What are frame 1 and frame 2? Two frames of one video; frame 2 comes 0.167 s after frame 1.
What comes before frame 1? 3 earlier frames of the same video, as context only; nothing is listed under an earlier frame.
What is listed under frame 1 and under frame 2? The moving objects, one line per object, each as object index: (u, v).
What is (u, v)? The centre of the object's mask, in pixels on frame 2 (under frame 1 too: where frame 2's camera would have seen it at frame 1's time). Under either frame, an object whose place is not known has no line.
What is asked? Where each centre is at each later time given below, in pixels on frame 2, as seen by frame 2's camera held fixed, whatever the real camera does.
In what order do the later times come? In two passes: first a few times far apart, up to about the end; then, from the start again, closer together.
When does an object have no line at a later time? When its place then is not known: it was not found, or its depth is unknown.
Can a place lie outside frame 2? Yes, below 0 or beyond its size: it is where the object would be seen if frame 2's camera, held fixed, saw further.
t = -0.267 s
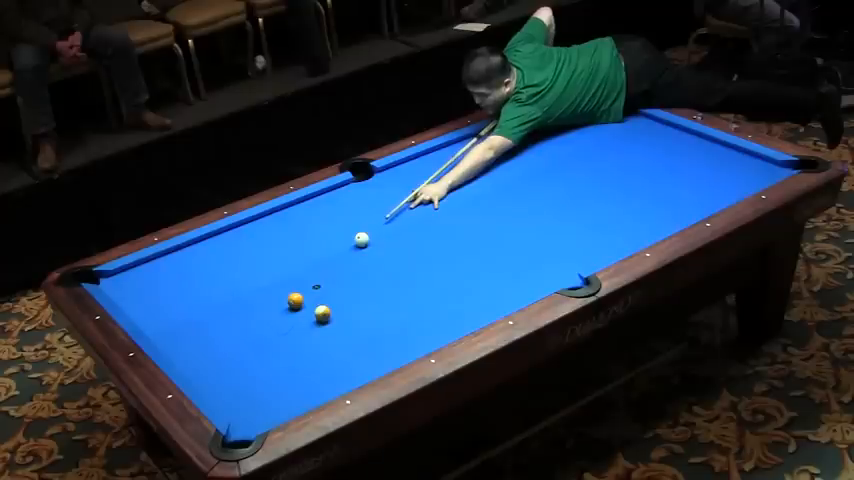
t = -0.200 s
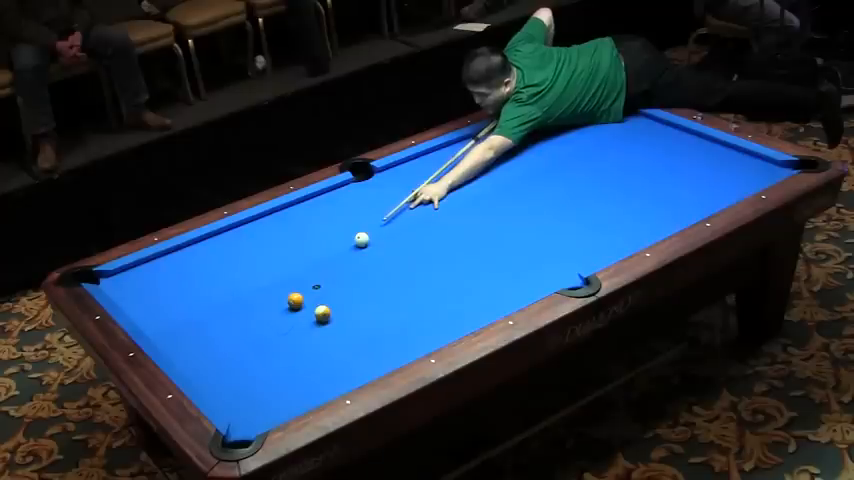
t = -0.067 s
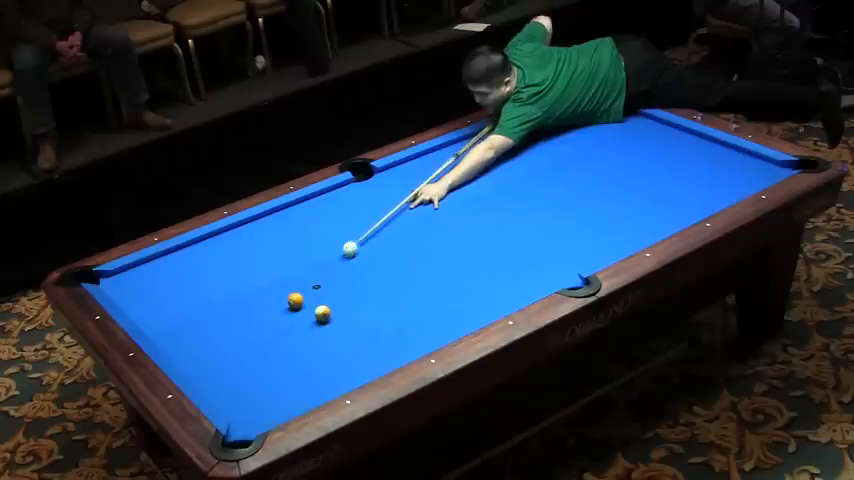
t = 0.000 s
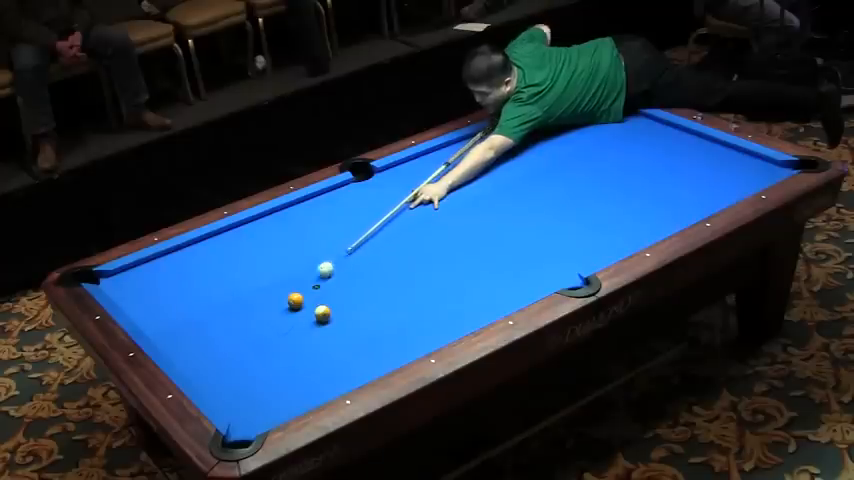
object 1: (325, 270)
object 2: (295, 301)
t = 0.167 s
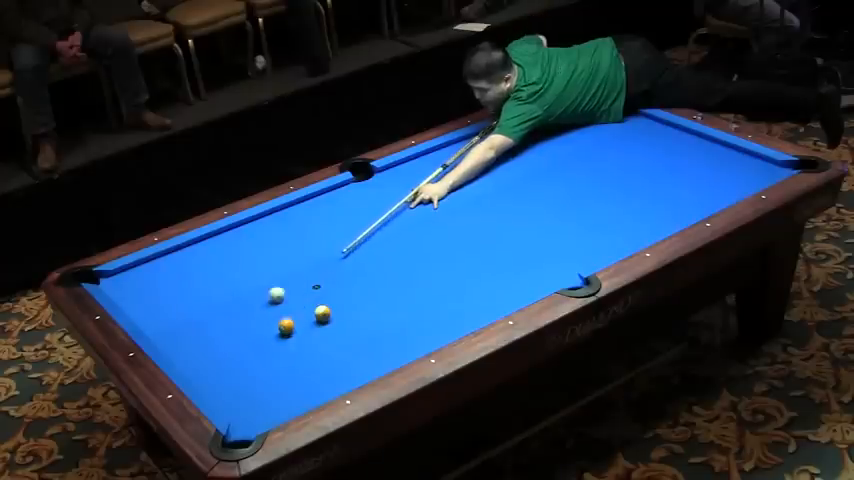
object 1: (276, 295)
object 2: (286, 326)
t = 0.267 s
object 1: (255, 297)
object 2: (276, 353)
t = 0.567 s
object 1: (192, 306)
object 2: (251, 426)
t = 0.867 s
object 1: (134, 312)
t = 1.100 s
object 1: (145, 293)
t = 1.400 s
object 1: (159, 270)
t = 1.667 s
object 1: (171, 252)
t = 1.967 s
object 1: (200, 250)
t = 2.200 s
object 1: (221, 248)
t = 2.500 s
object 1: (247, 246)
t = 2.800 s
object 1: (273, 245)
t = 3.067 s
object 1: (294, 243)
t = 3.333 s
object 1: (313, 242)
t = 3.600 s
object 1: (331, 241)
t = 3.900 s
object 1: (351, 239)
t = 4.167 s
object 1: (366, 239)
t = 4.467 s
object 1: (382, 237)
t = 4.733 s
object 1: (395, 237)
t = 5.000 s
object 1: (407, 236)
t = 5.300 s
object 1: (418, 235)
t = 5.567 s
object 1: (426, 235)
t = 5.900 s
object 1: (435, 234)
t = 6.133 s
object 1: (440, 234)
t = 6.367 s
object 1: (444, 234)
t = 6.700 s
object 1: (447, 234)
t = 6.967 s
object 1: (449, 234)
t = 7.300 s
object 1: (449, 234)
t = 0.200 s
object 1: (269, 295)
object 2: (283, 335)
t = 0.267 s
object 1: (255, 297)
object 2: (276, 353)
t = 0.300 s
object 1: (248, 298)
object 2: (273, 361)
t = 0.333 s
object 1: (241, 299)
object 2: (271, 369)
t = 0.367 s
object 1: (234, 300)
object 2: (268, 377)
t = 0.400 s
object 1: (227, 301)
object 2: (265, 384)
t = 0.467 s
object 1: (213, 303)
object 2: (260, 400)
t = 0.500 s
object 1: (205, 303)
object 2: (257, 409)
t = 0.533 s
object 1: (199, 305)
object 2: (254, 417)
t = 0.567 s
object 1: (192, 306)
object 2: (251, 426)
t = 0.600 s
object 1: (185, 306)
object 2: (248, 431)
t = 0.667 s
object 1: (171, 308)
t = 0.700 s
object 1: (164, 309)
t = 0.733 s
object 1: (157, 310)
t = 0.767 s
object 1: (151, 311)
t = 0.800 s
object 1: (144, 312)
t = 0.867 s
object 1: (134, 312)
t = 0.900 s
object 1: (135, 309)
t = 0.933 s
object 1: (137, 307)
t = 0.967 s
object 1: (138, 303)
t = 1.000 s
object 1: (140, 301)
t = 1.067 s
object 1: (143, 295)
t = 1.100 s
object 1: (145, 293)
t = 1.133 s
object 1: (147, 290)
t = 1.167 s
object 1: (148, 287)
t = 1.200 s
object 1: (150, 285)
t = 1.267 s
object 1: (153, 280)
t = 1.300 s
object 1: (155, 277)
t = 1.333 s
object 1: (156, 275)
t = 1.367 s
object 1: (157, 273)
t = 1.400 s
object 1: (159, 270)
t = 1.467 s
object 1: (162, 265)
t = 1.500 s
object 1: (163, 263)
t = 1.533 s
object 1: (165, 261)
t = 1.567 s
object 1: (167, 259)
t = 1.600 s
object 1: (167, 257)
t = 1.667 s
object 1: (171, 252)
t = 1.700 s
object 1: (174, 251)
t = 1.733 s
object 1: (177, 251)
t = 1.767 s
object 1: (180, 251)
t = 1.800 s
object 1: (183, 251)
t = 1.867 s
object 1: (190, 250)
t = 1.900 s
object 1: (193, 250)
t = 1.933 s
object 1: (197, 250)
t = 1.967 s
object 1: (200, 250)
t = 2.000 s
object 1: (203, 249)
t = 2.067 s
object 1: (209, 249)
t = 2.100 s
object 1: (212, 249)
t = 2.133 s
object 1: (215, 248)
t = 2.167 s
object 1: (218, 248)
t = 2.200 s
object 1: (221, 248)
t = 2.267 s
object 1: (227, 248)
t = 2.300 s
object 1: (230, 248)
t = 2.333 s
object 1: (233, 247)
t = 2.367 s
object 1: (236, 247)
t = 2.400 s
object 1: (239, 247)
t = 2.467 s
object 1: (245, 247)
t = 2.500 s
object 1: (247, 246)
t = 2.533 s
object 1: (251, 246)
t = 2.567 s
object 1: (253, 246)
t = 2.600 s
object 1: (256, 246)
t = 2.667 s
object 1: (262, 245)
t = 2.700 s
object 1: (264, 245)
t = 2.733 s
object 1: (267, 245)
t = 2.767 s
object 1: (270, 245)
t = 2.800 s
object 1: (273, 245)
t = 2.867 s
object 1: (278, 244)
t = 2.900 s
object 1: (280, 244)
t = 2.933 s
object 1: (283, 244)
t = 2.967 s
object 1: (286, 244)
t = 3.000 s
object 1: (289, 244)
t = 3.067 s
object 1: (294, 243)
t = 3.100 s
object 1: (296, 243)
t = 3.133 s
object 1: (299, 243)
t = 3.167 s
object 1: (301, 243)
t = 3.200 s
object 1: (304, 243)
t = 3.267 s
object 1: (309, 242)
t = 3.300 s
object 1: (311, 242)
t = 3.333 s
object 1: (313, 242)
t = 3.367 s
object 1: (316, 242)
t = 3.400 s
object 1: (318, 241)
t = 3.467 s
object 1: (322, 241)
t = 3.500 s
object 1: (325, 241)
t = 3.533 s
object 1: (327, 241)
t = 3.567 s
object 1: (330, 241)
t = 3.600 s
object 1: (331, 241)
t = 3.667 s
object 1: (336, 240)
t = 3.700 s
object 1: (338, 240)
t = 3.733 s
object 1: (340, 240)
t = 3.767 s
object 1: (343, 240)
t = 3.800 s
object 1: (345, 239)
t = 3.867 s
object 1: (349, 239)
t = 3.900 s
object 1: (351, 239)
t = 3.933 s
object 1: (353, 239)
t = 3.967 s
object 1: (355, 239)
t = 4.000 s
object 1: (357, 239)
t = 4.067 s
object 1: (361, 239)
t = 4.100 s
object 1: (363, 239)
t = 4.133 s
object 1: (365, 239)
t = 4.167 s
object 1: (366, 239)
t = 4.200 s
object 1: (368, 238)
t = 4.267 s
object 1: (372, 238)
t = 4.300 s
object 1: (374, 238)
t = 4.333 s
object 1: (375, 238)
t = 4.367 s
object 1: (377, 238)
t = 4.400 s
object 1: (379, 238)
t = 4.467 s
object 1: (382, 237)
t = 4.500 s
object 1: (384, 237)
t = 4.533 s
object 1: (386, 237)
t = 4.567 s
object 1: (387, 237)
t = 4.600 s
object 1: (389, 237)
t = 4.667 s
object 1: (392, 237)
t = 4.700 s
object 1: (394, 237)
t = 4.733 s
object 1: (395, 237)
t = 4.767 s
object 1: (397, 236)
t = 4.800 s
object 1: (398, 236)
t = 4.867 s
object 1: (401, 236)
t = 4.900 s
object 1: (403, 236)
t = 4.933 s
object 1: (404, 236)
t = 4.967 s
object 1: (405, 236)
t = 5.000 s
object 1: (407, 236)
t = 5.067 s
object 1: (409, 236)
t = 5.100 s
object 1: (411, 235)
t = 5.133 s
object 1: (412, 235)
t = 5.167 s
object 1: (413, 235)
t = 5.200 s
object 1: (414, 235)
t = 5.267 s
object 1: (417, 235)
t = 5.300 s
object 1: (418, 235)
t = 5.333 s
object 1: (419, 235)
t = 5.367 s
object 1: (420, 235)
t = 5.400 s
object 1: (421, 235)
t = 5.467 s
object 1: (423, 235)
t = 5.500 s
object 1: (424, 235)
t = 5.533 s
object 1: (425, 235)
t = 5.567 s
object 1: (426, 235)
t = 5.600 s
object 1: (427, 235)
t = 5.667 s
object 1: (429, 235)
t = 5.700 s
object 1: (430, 235)
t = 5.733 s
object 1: (431, 235)
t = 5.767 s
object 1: (432, 235)
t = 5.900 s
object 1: (435, 234)
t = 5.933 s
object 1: (436, 234)
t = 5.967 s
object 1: (436, 234)
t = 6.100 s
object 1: (439, 234)
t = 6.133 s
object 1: (440, 234)
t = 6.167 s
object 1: (440, 234)
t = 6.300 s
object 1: (443, 234)
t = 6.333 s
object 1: (443, 234)
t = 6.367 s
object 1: (444, 234)
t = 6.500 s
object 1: (445, 234)
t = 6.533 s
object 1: (446, 234)
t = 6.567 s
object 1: (446, 234)
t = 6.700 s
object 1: (447, 234)
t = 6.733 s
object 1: (447, 234)
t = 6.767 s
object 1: (448, 234)
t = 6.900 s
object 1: (448, 234)
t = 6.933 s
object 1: (449, 234)
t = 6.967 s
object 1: (449, 234)
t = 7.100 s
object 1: (449, 234)
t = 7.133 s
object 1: (449, 234)
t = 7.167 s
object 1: (449, 234)
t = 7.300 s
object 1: (449, 234)
